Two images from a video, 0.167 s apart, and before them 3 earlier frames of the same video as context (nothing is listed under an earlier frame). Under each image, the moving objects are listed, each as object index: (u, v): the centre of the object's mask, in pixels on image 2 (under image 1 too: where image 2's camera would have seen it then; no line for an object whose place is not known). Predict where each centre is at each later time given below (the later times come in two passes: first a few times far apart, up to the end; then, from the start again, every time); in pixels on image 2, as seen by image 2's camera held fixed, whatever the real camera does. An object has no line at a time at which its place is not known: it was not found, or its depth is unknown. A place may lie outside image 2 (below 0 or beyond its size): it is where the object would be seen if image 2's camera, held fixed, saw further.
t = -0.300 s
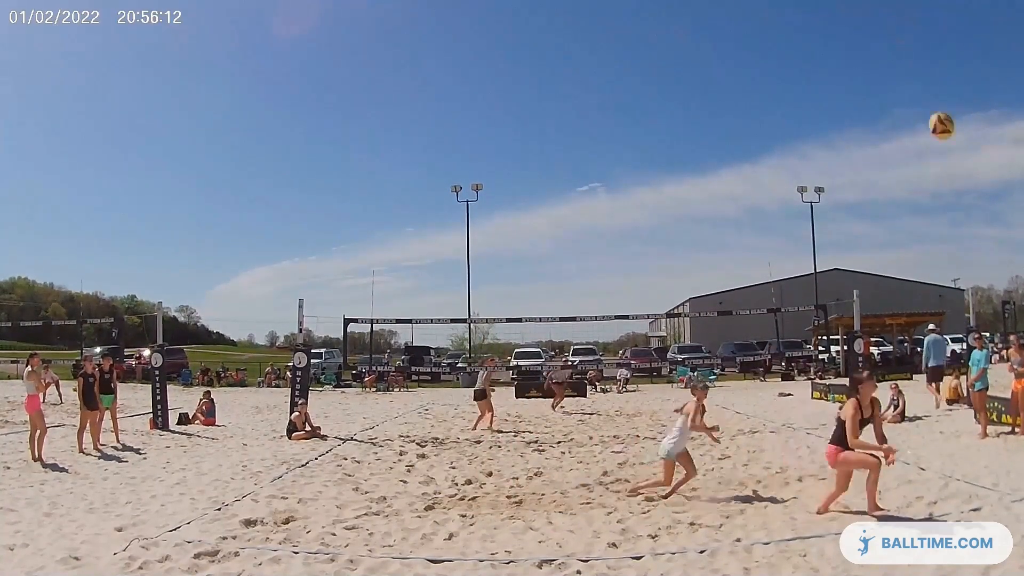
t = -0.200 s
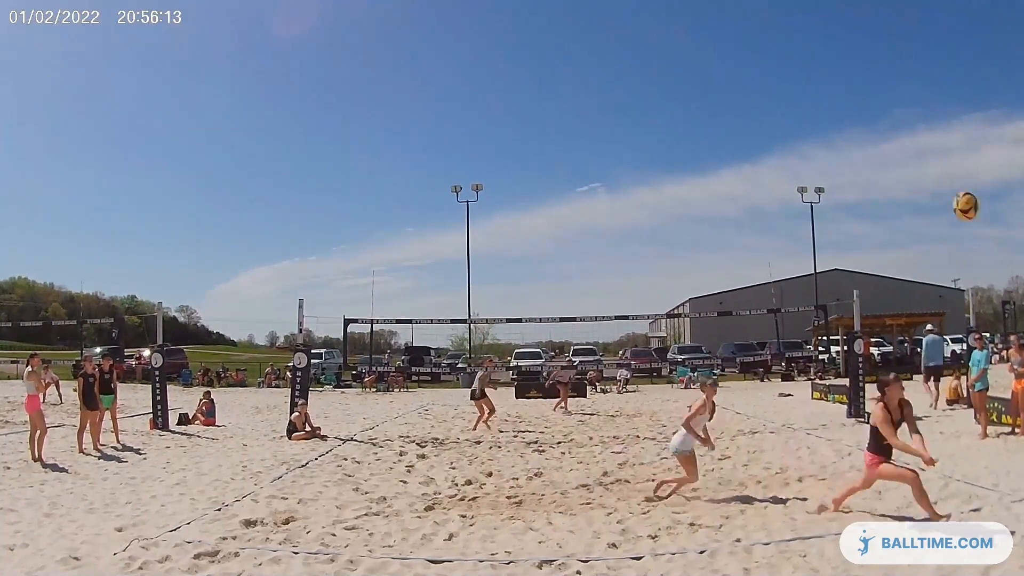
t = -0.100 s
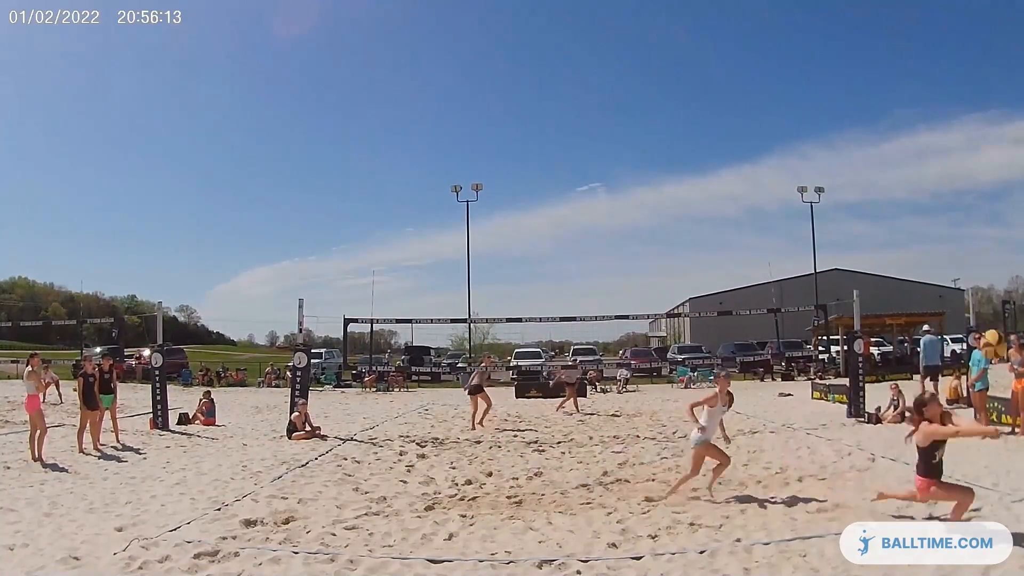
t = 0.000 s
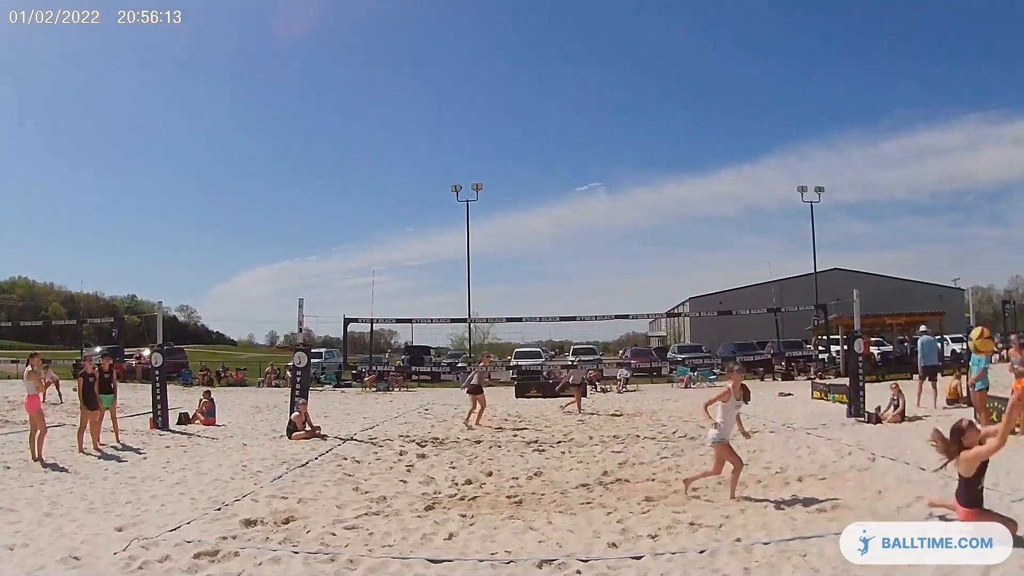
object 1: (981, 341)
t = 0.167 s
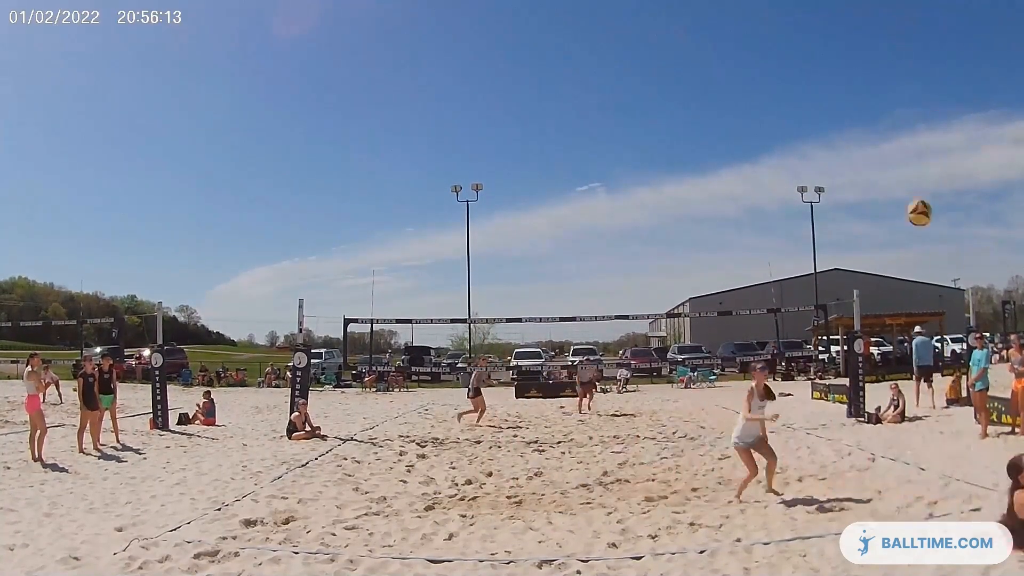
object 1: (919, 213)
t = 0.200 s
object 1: (908, 194)
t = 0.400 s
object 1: (839, 118)
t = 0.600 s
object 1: (782, 94)
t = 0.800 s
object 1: (738, 108)
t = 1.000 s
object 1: (692, 160)
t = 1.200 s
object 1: (651, 240)
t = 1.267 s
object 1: (638, 274)
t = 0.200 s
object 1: (908, 194)
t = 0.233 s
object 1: (895, 177)
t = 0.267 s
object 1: (884, 162)
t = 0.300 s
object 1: (872, 148)
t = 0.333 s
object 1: (861, 137)
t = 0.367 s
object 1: (849, 126)
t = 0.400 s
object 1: (839, 118)
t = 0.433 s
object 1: (829, 111)
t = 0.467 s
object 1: (819, 105)
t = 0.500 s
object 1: (809, 101)
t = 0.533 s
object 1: (800, 97)
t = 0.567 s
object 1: (791, 95)
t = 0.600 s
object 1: (782, 94)
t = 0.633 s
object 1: (774, 94)
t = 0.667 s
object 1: (765, 96)
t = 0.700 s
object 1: (757, 98)
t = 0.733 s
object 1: (750, 101)
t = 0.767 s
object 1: (742, 105)
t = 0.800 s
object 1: (738, 108)
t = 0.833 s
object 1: (727, 116)
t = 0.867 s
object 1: (720, 123)
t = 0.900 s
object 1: (712, 131)
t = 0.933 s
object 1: (706, 139)
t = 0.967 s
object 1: (699, 149)
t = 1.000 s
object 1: (692, 160)
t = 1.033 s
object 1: (685, 171)
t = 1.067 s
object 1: (679, 183)
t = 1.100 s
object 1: (672, 196)
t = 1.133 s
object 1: (665, 211)
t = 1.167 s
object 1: (658, 225)
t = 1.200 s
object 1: (651, 240)
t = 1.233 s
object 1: (645, 256)
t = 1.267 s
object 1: (638, 274)
